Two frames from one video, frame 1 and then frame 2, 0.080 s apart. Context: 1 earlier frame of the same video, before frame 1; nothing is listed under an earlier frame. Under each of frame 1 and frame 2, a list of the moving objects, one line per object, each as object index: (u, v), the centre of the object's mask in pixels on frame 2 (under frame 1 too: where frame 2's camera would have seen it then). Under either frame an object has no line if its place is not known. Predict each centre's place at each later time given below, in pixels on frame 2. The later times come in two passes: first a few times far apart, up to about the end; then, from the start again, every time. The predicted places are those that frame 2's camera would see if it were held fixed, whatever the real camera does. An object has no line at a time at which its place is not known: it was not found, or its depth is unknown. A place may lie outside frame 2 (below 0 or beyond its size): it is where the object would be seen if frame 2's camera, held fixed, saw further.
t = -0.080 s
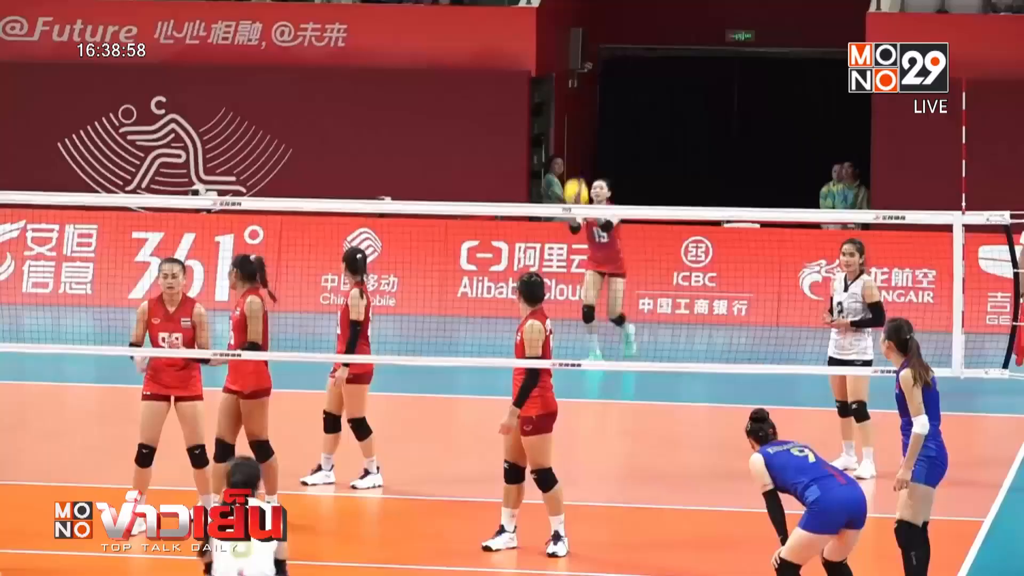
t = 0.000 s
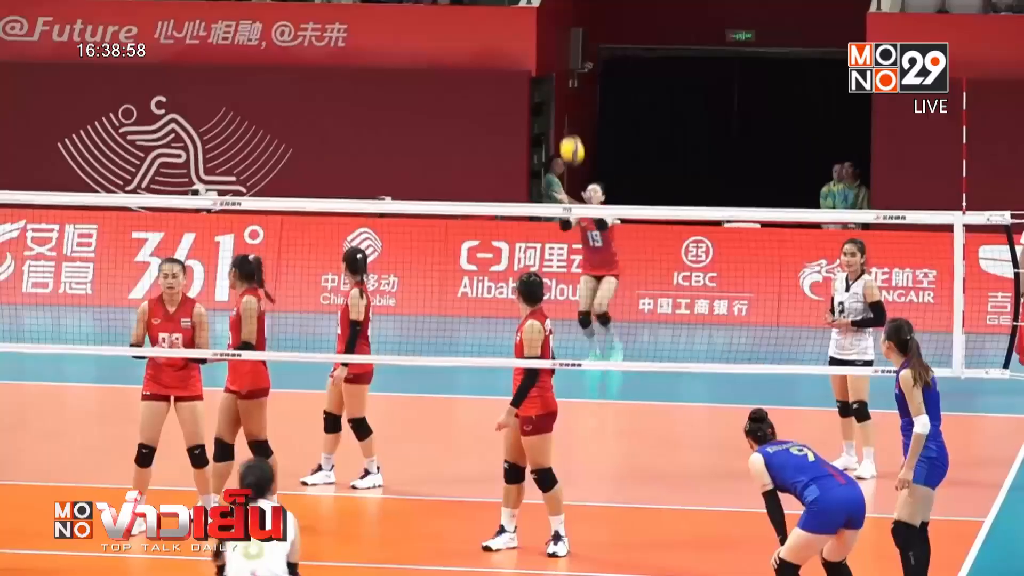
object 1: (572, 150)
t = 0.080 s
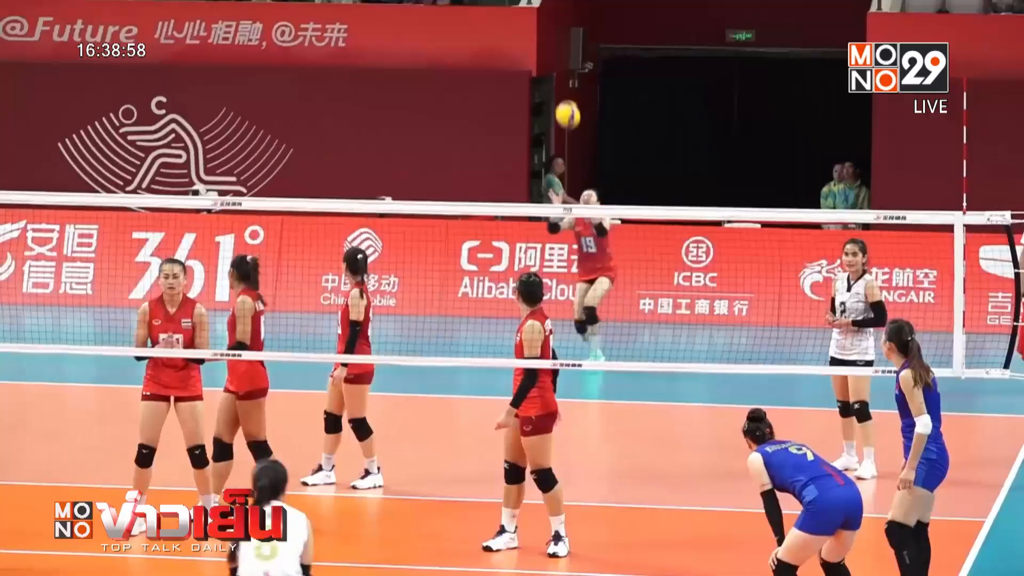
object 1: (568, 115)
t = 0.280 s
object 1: (555, 56)
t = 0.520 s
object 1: (539, 46)
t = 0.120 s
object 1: (566, 99)
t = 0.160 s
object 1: (563, 86)
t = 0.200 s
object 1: (561, 74)
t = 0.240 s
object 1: (558, 65)
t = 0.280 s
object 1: (555, 56)
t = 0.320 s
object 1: (553, 50)
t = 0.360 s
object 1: (550, 46)
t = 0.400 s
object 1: (547, 43)
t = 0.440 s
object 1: (544, 42)
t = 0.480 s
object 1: (542, 43)
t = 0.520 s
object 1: (539, 46)
